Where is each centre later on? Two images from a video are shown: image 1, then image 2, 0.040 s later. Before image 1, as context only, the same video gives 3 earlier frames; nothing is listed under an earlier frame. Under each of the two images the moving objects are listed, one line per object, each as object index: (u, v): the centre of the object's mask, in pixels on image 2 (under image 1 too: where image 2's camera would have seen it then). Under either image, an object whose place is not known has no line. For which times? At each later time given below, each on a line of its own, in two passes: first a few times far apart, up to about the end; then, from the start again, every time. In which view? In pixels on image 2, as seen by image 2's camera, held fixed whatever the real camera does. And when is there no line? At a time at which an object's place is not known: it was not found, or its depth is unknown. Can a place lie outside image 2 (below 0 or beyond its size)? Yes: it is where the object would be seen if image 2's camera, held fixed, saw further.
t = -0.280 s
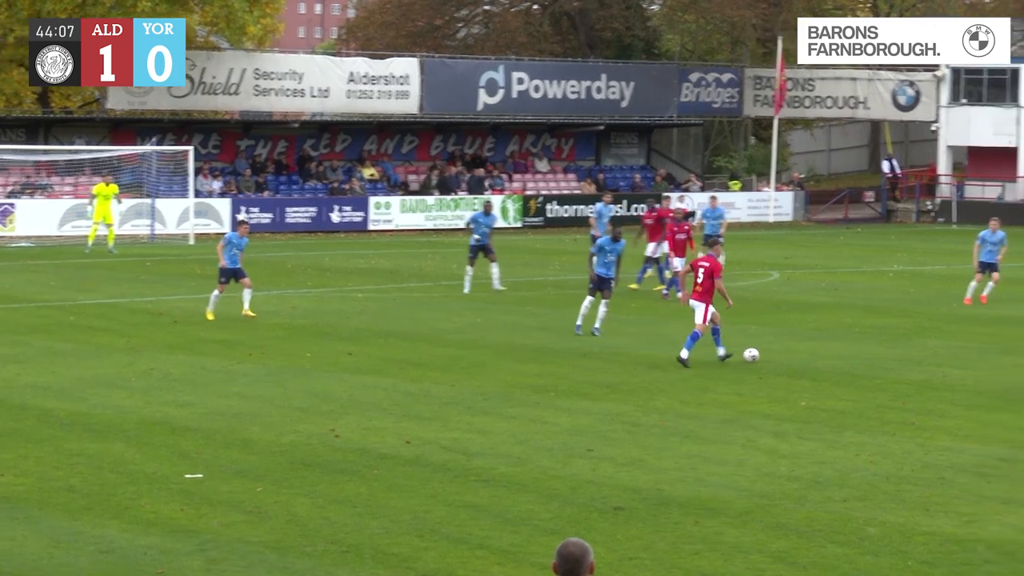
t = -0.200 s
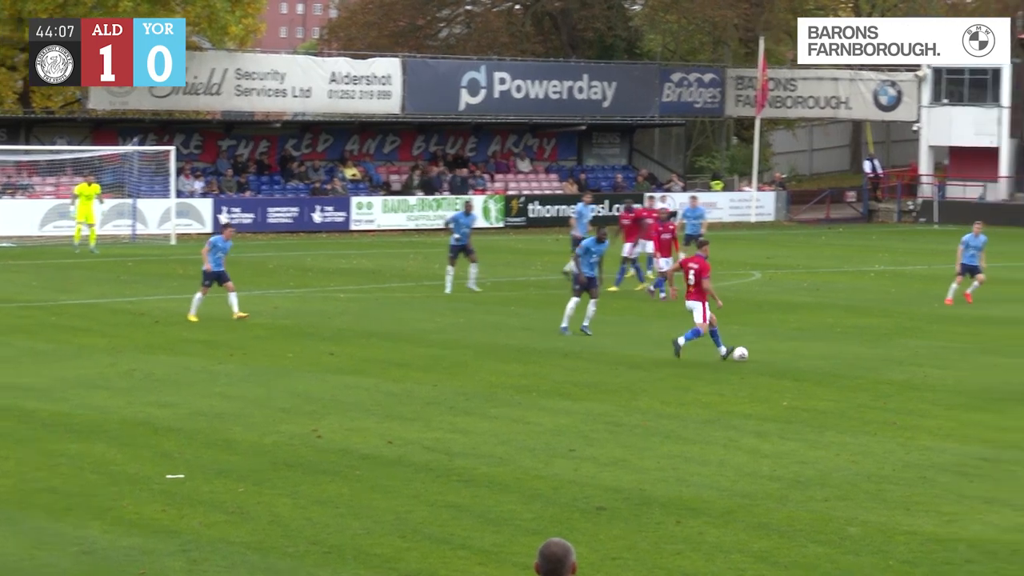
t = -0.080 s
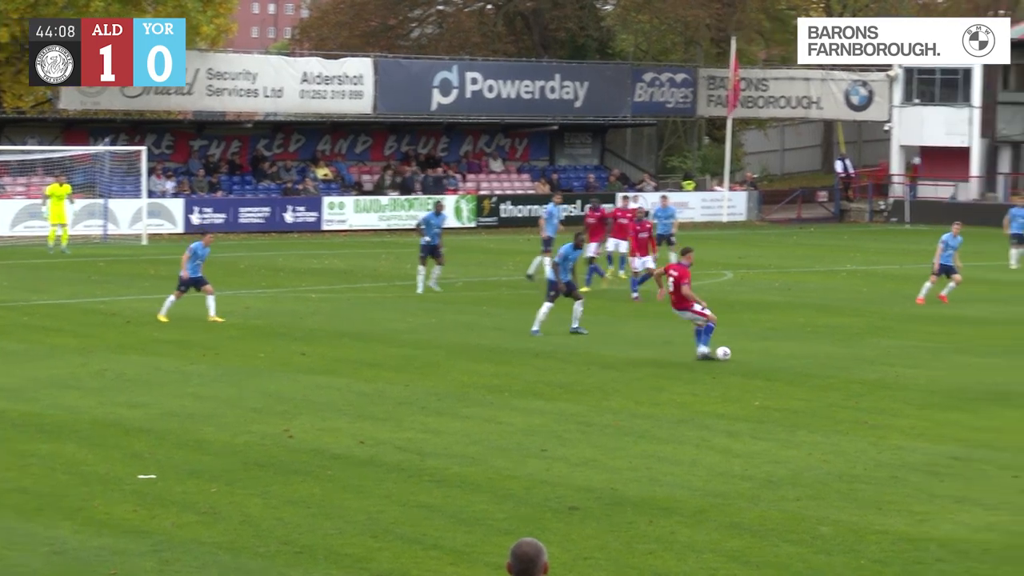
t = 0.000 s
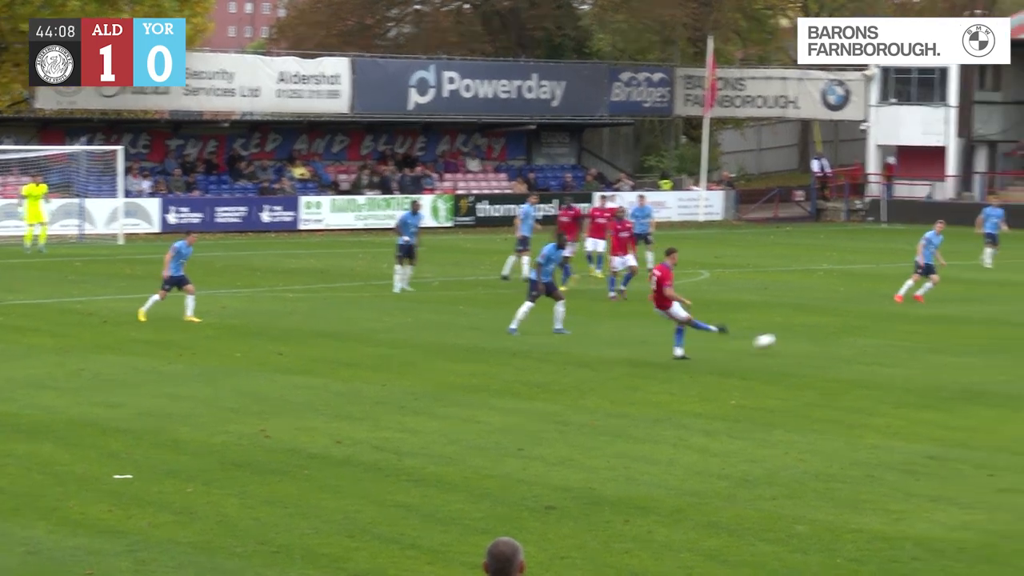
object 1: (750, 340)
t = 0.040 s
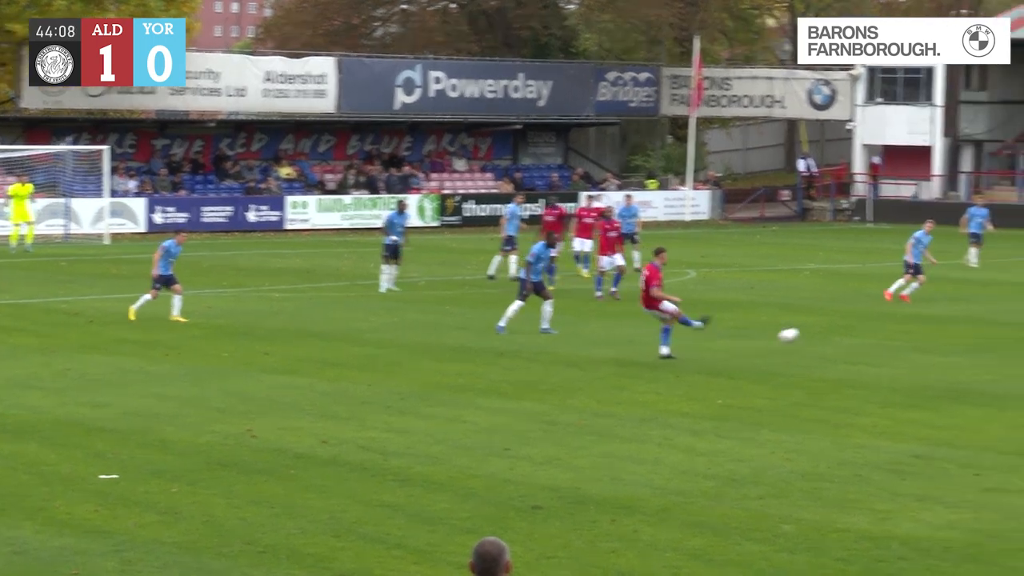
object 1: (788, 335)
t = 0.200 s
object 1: (926, 330)
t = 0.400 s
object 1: (1059, 311)
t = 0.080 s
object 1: (825, 331)
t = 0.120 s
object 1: (860, 329)
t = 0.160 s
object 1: (894, 329)
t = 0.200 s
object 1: (926, 330)
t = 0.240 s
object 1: (954, 326)
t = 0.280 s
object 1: (982, 319)
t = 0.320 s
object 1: (1008, 315)
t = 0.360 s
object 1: (1034, 312)
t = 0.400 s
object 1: (1059, 311)
